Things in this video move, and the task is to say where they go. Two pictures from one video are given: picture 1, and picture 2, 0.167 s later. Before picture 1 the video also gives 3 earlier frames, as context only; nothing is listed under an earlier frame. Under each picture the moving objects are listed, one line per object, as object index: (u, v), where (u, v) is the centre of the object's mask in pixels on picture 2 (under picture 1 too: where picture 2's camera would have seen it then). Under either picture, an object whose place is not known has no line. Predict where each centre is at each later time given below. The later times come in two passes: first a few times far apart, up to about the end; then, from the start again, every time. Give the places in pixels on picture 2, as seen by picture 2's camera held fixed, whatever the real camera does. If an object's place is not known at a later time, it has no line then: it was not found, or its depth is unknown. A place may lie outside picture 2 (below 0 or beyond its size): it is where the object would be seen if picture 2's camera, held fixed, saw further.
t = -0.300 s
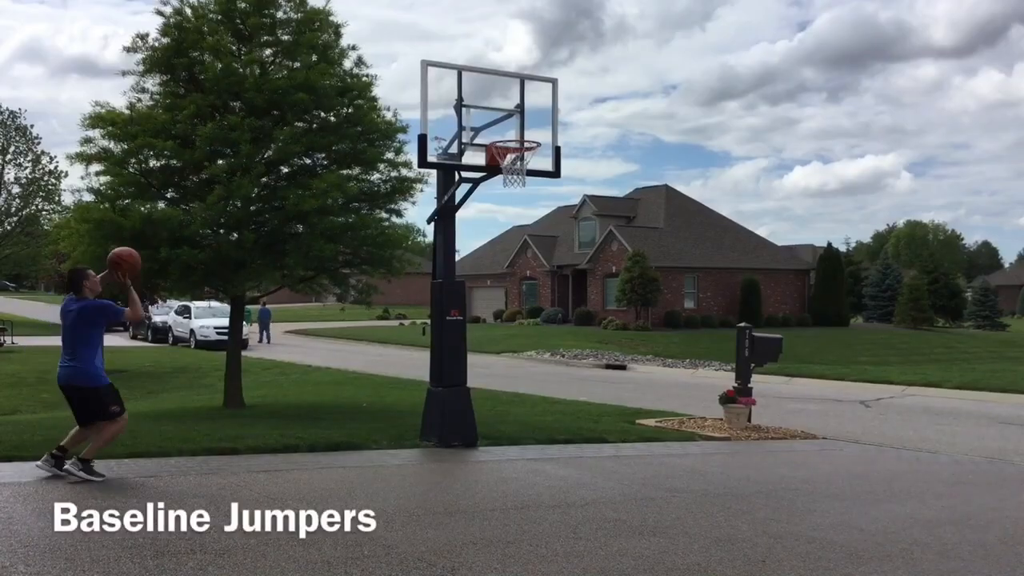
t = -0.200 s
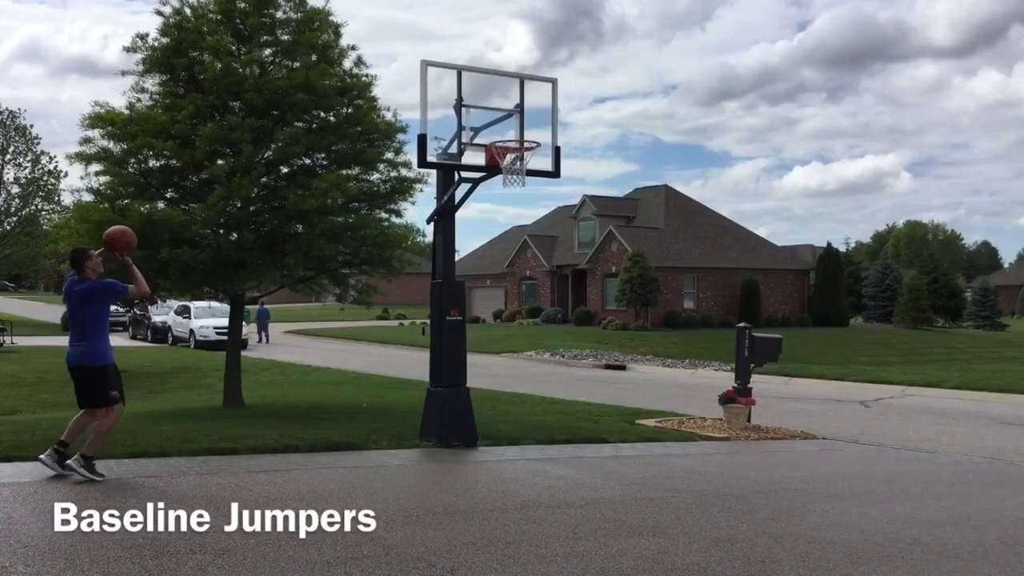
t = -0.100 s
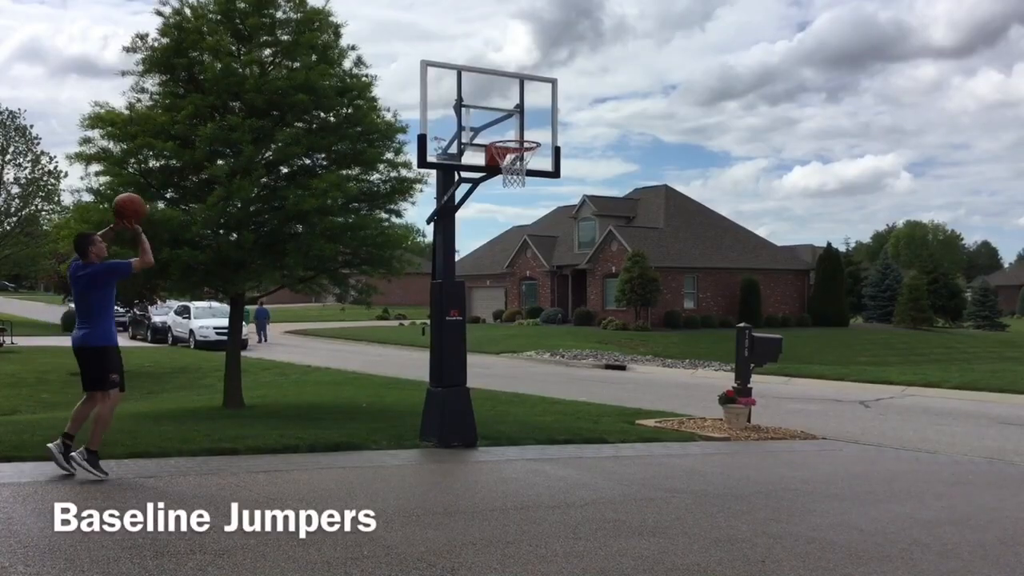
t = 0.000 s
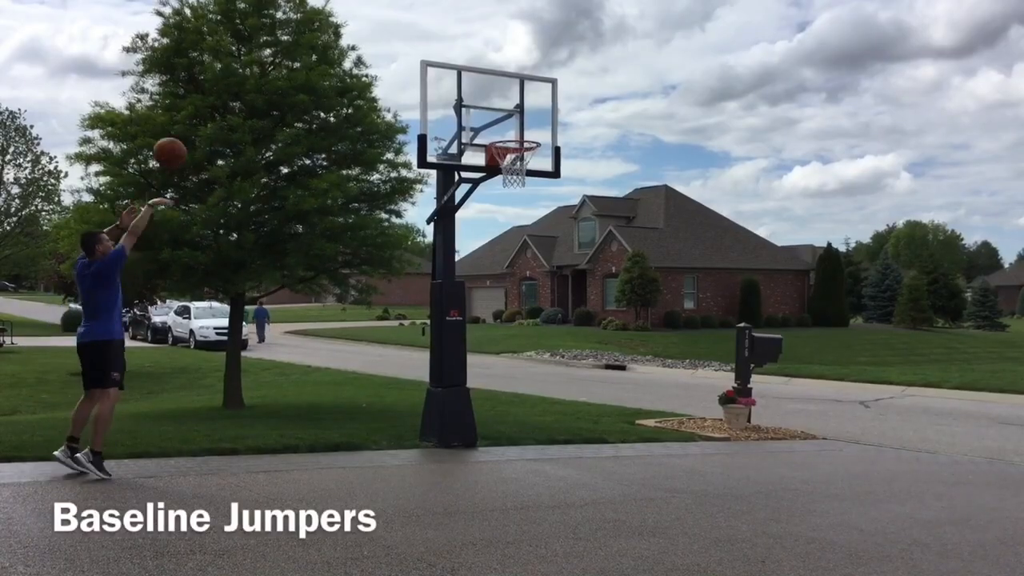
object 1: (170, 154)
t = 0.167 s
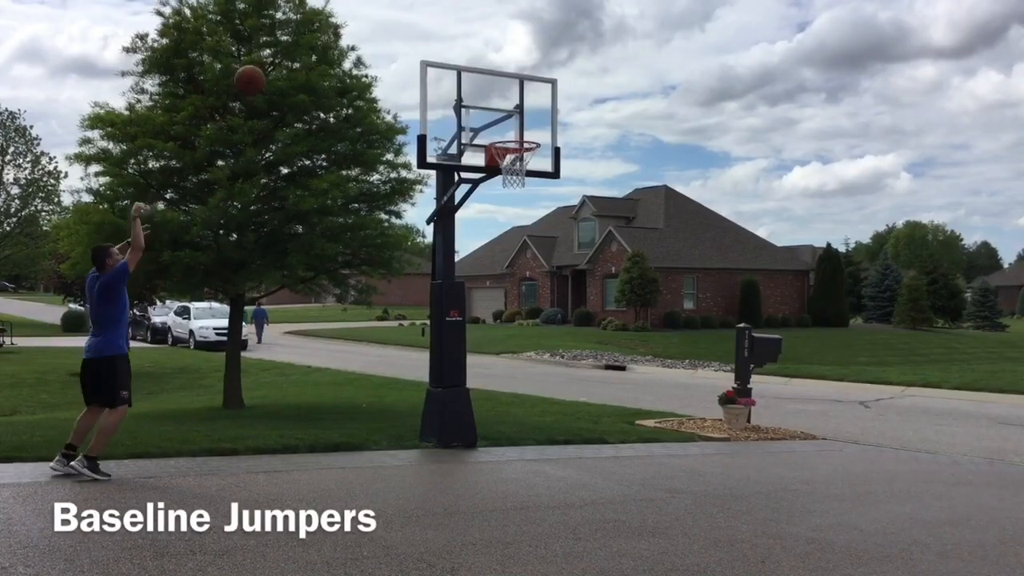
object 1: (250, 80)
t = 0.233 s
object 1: (281, 62)
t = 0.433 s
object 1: (365, 40)
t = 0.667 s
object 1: (454, 72)
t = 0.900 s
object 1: (529, 154)
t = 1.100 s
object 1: (510, 207)
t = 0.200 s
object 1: (266, 71)
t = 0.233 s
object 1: (281, 62)
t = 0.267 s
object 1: (295, 55)
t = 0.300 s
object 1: (310, 49)
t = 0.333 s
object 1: (323, 45)
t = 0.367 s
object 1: (337, 42)
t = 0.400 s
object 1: (351, 40)
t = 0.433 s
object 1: (365, 40)
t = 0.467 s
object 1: (378, 41)
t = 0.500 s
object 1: (391, 43)
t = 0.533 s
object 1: (404, 46)
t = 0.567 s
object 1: (417, 50)
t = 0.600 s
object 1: (429, 56)
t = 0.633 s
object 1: (442, 63)
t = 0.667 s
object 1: (454, 72)
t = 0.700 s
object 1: (465, 81)
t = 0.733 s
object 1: (477, 91)
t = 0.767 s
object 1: (488, 102)
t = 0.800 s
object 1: (499, 114)
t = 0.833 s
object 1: (510, 128)
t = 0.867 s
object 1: (522, 142)
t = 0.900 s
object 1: (529, 154)
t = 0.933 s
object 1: (527, 161)
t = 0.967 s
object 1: (520, 175)
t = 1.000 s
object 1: (520, 179)
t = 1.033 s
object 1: (516, 187)
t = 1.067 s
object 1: (513, 197)
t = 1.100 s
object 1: (510, 207)
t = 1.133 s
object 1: (507, 219)
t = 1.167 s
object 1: (503, 232)
